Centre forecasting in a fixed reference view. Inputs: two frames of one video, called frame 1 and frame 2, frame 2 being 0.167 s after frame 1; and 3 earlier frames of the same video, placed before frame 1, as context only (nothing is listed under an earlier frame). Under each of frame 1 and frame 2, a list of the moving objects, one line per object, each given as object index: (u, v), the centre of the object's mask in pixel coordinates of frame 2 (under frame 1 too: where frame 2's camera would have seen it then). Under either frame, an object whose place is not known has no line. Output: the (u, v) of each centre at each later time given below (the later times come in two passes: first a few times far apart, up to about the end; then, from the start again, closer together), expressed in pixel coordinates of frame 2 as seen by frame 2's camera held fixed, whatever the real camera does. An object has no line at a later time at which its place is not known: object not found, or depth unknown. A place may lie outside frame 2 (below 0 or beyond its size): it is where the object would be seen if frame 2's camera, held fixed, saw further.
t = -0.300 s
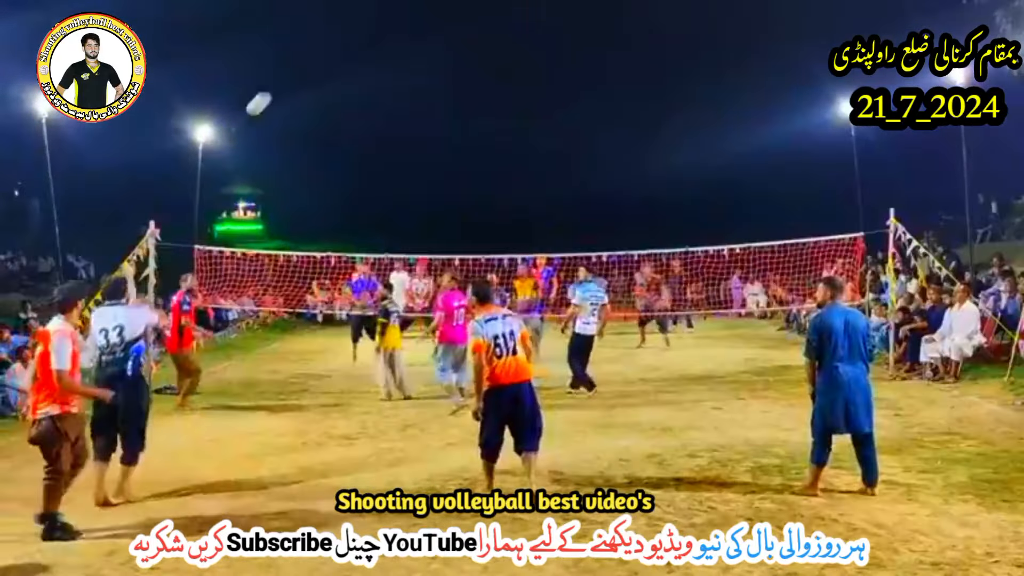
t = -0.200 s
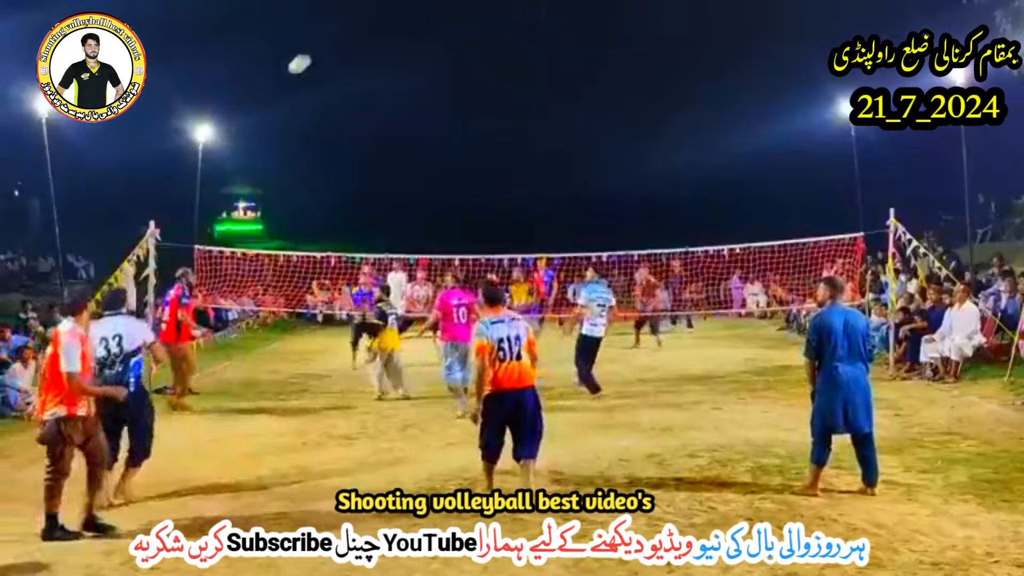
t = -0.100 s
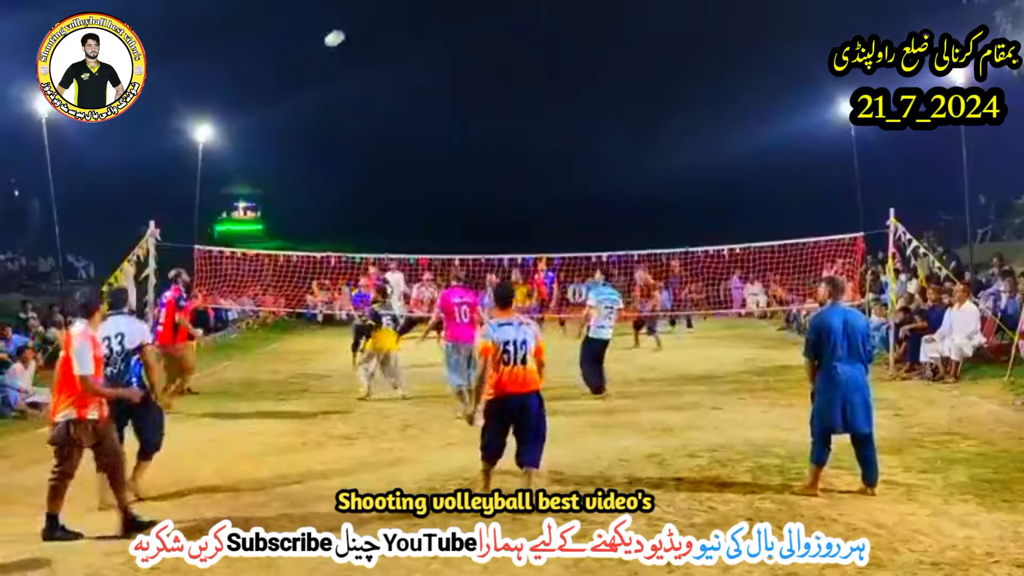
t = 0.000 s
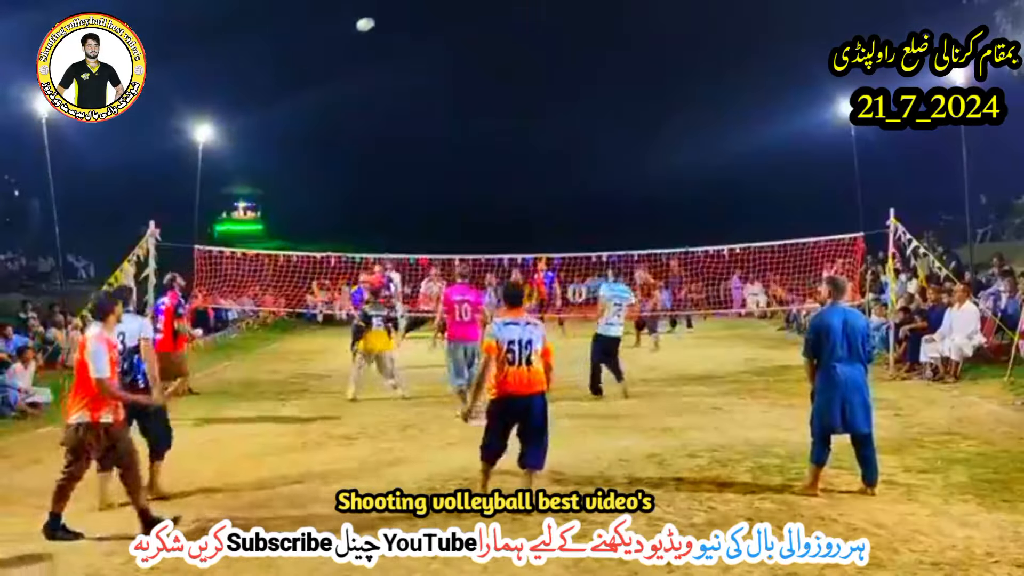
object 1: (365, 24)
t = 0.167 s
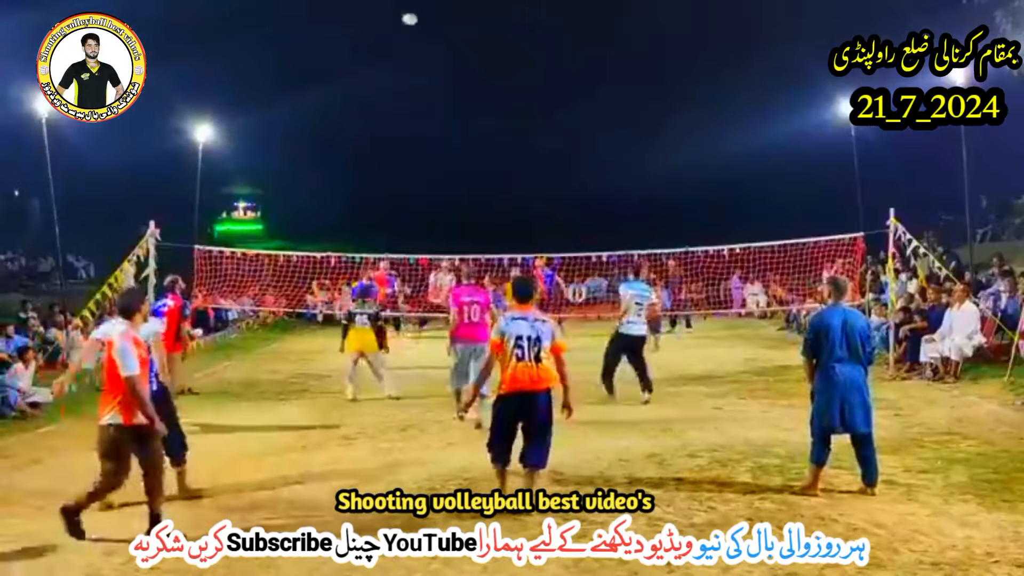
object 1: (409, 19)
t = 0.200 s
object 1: (417, 21)
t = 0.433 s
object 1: (466, 47)
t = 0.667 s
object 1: (504, 95)
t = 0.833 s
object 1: (527, 139)
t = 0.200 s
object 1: (417, 21)
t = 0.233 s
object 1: (425, 23)
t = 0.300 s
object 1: (440, 29)
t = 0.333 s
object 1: (446, 32)
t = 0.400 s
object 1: (459, 42)
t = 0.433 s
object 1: (466, 47)
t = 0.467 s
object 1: (472, 53)
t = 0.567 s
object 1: (488, 72)
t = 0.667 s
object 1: (504, 95)
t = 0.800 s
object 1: (523, 130)
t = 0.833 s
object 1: (527, 139)
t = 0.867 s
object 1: (532, 149)
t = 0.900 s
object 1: (536, 159)
